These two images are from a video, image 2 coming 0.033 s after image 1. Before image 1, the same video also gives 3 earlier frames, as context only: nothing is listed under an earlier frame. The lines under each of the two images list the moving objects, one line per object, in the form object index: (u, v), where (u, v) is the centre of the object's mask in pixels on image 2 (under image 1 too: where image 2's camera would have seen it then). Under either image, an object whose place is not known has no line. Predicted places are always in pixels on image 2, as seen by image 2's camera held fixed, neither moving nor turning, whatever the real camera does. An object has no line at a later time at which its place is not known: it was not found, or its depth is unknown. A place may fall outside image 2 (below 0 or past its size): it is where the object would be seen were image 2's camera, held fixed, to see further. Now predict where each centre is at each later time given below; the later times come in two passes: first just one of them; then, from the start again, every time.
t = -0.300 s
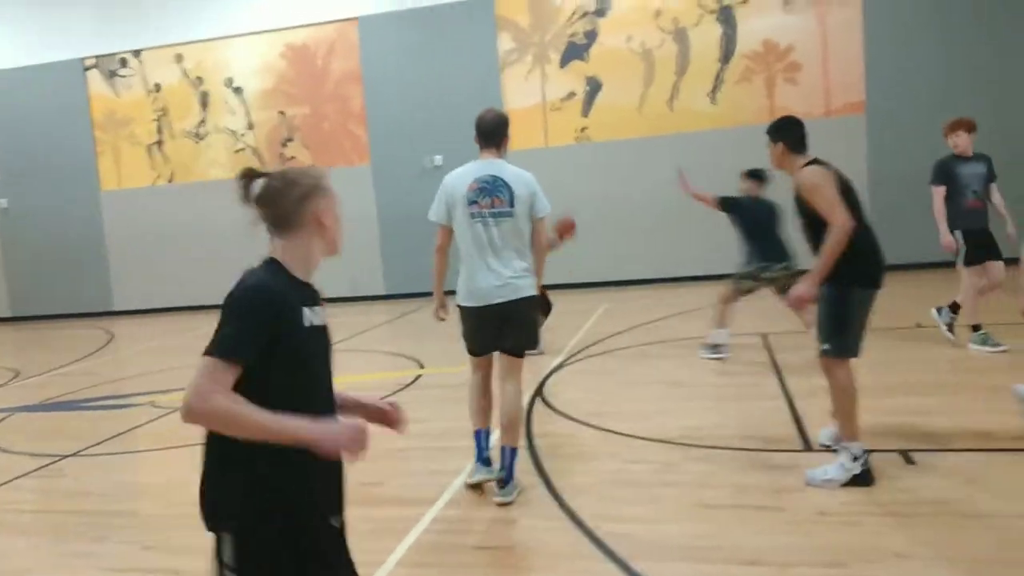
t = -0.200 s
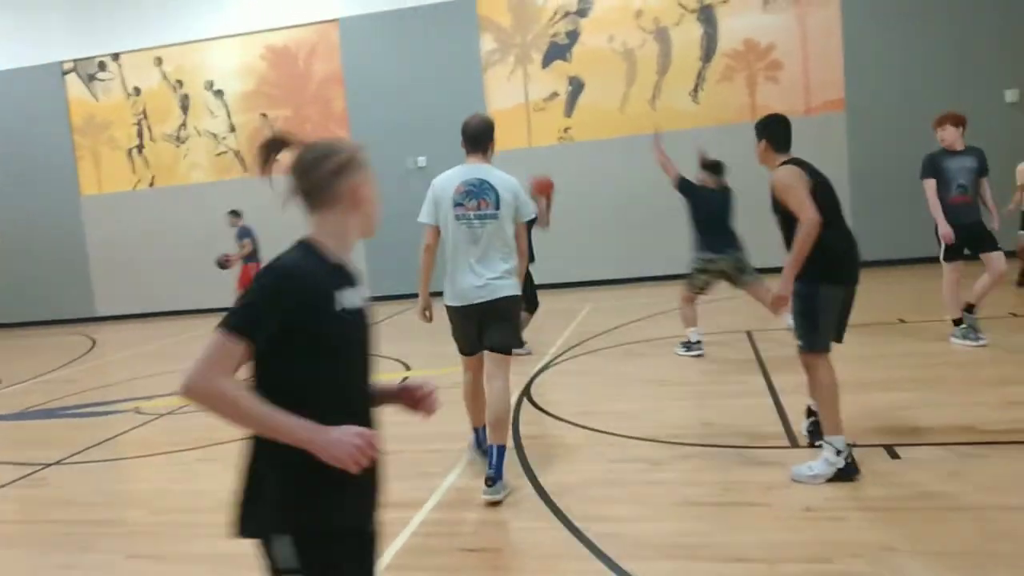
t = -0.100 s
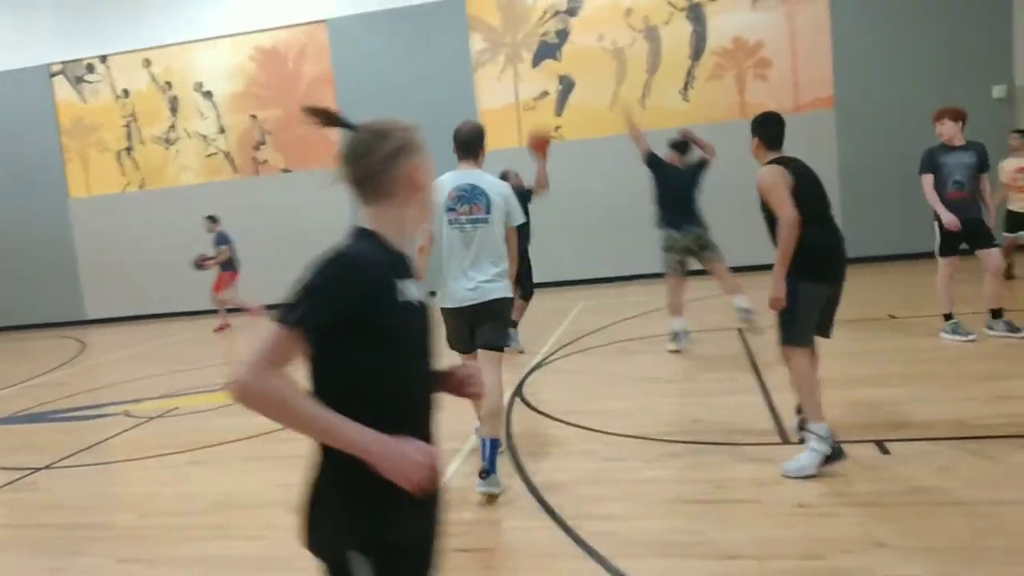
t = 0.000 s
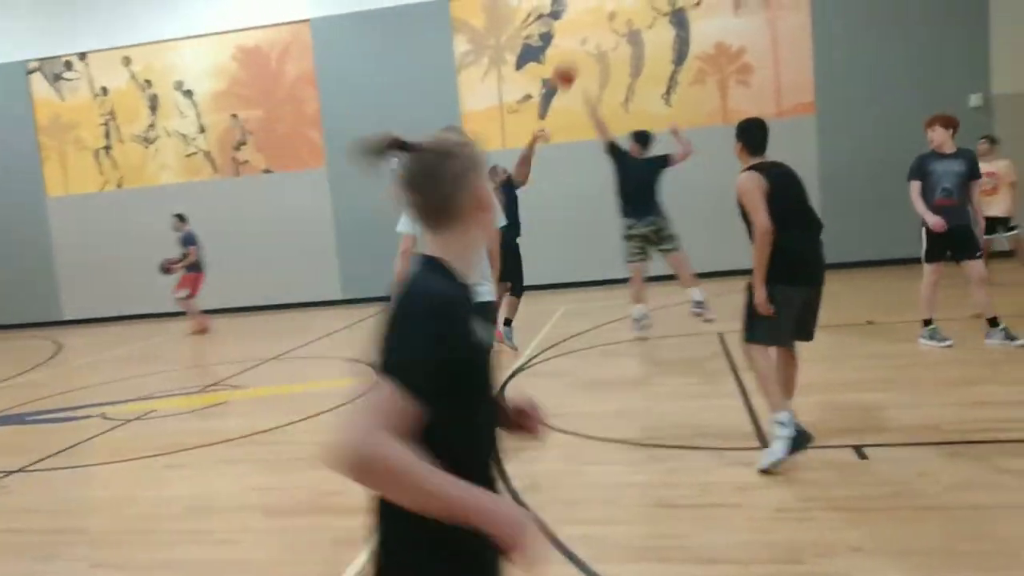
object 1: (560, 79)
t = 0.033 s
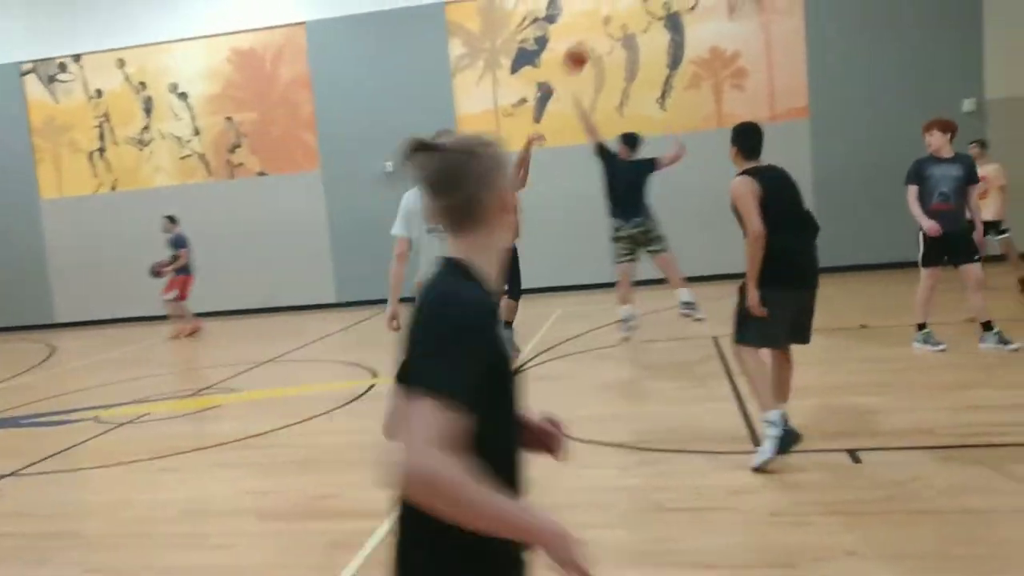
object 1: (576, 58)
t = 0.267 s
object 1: (703, -73)
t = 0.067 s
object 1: (592, 38)
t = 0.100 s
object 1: (611, 15)
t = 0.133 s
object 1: (628, -5)
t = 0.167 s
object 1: (647, -24)
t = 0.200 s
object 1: (664, -42)
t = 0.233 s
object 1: (684, -58)
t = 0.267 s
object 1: (703, -73)
